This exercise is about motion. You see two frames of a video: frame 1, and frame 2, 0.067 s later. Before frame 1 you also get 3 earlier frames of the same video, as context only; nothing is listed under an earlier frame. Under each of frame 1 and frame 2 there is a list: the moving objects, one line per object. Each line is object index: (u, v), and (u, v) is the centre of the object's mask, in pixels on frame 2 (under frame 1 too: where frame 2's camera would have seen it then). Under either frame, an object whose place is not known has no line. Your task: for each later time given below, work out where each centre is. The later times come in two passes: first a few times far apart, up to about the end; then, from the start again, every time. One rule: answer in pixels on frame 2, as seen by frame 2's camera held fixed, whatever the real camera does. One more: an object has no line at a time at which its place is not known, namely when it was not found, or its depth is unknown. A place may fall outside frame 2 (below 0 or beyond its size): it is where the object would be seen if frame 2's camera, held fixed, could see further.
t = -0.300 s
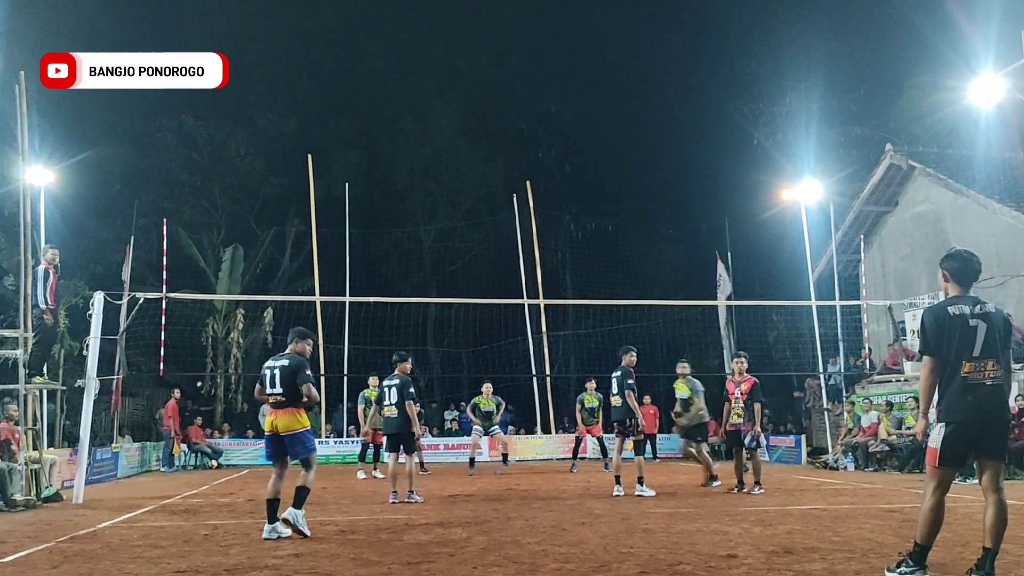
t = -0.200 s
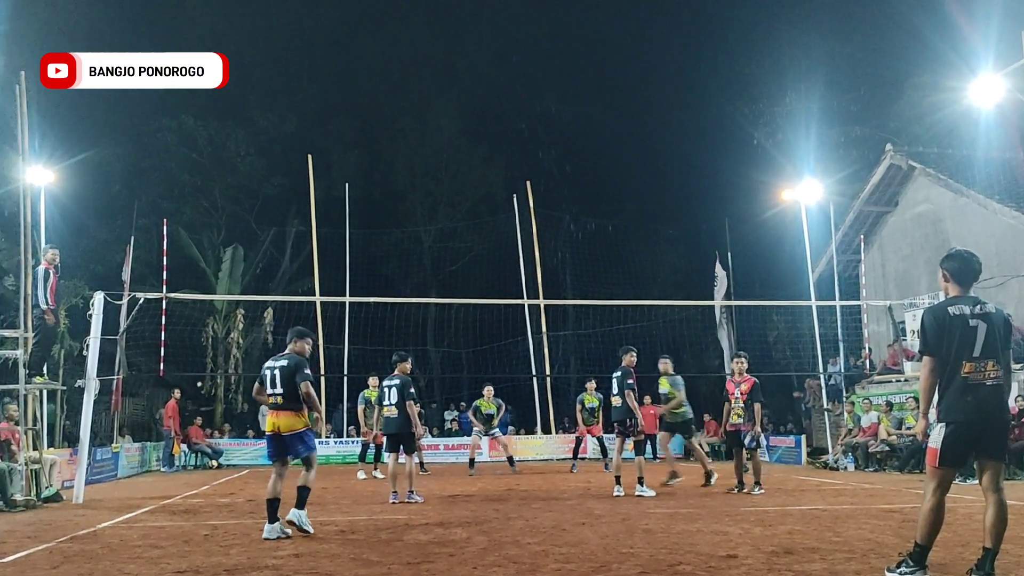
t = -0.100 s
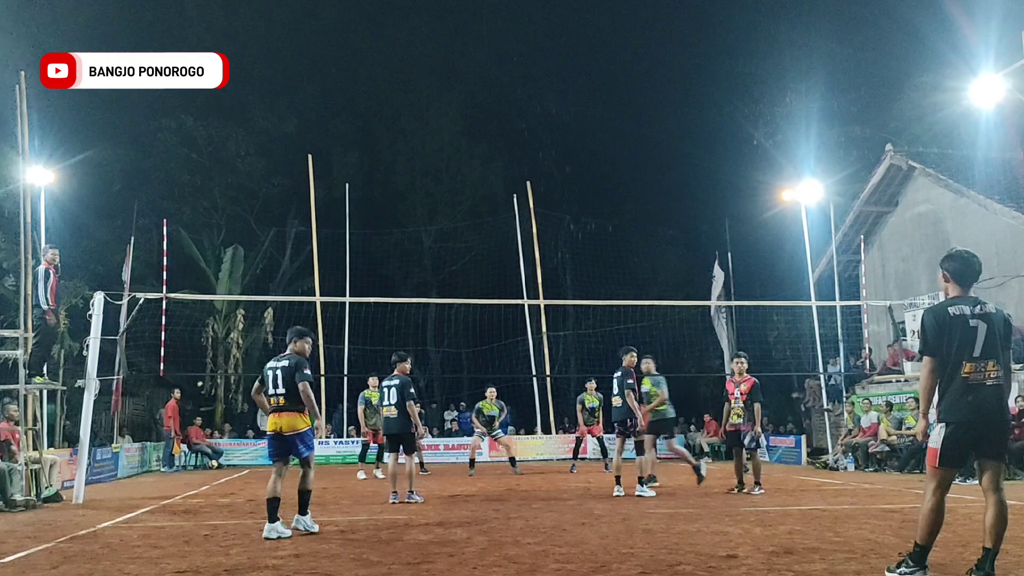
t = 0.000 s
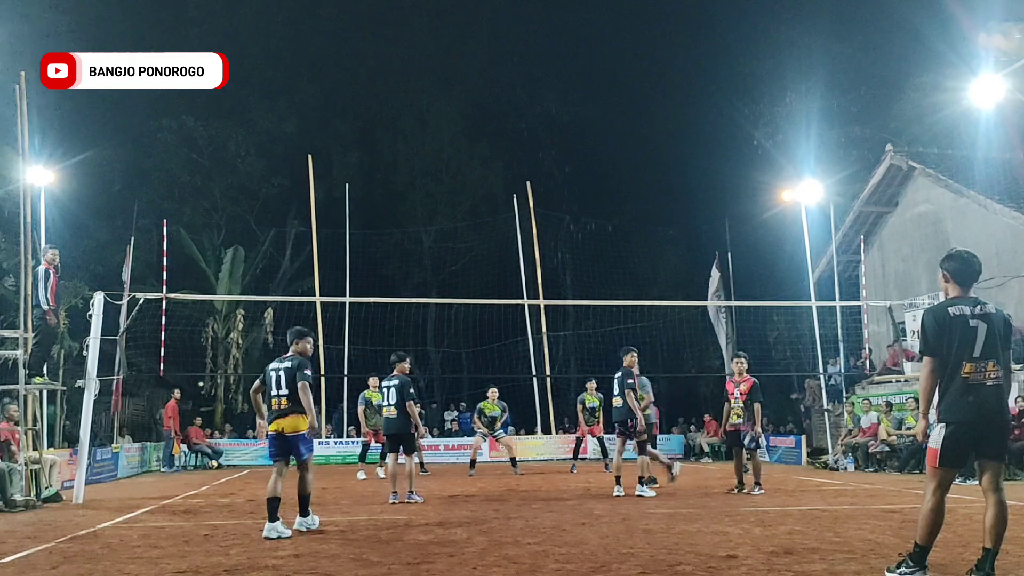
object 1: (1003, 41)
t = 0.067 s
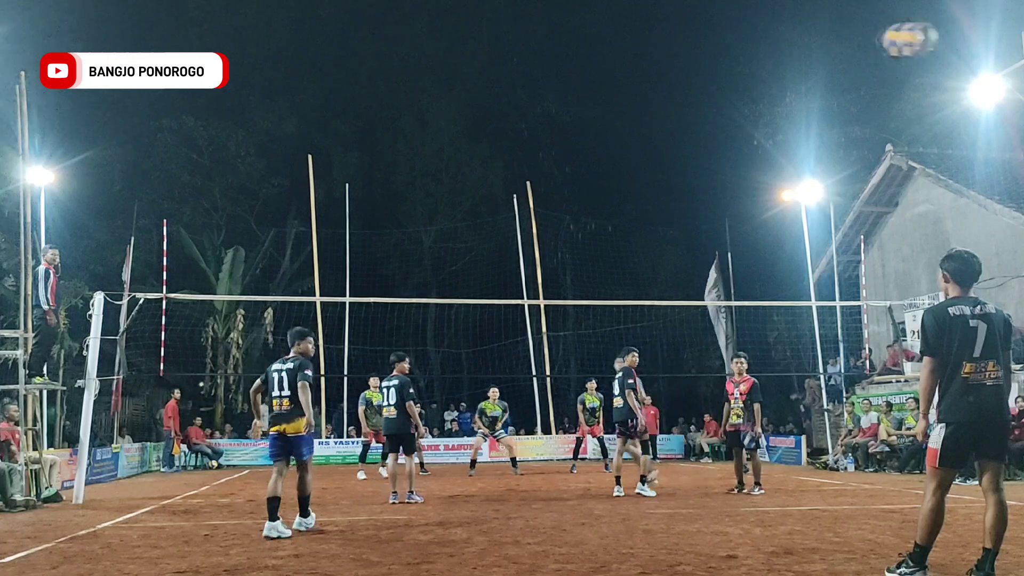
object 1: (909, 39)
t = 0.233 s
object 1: (729, 63)
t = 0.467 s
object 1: (580, 126)
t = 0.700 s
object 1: (480, 201)
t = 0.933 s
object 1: (404, 287)
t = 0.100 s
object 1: (863, 42)
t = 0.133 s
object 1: (823, 46)
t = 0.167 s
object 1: (790, 50)
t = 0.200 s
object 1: (757, 57)
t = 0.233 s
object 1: (729, 63)
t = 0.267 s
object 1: (703, 71)
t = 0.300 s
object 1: (678, 79)
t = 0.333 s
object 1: (657, 88)
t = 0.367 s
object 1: (635, 97)
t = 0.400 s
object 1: (615, 107)
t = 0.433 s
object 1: (598, 116)
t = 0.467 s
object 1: (580, 126)
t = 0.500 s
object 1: (563, 137)
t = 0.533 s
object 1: (548, 146)
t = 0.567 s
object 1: (533, 158)
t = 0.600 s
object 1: (519, 168)
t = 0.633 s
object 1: (505, 179)
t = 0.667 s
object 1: (492, 191)
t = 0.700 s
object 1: (480, 201)
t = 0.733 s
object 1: (467, 213)
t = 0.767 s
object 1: (455, 225)
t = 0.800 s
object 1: (445, 236)
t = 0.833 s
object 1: (434, 248)
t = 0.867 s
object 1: (424, 261)
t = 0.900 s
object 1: (414, 273)
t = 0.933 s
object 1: (404, 287)
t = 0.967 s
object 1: (395, 300)
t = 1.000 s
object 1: (386, 313)
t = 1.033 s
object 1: (377, 328)
